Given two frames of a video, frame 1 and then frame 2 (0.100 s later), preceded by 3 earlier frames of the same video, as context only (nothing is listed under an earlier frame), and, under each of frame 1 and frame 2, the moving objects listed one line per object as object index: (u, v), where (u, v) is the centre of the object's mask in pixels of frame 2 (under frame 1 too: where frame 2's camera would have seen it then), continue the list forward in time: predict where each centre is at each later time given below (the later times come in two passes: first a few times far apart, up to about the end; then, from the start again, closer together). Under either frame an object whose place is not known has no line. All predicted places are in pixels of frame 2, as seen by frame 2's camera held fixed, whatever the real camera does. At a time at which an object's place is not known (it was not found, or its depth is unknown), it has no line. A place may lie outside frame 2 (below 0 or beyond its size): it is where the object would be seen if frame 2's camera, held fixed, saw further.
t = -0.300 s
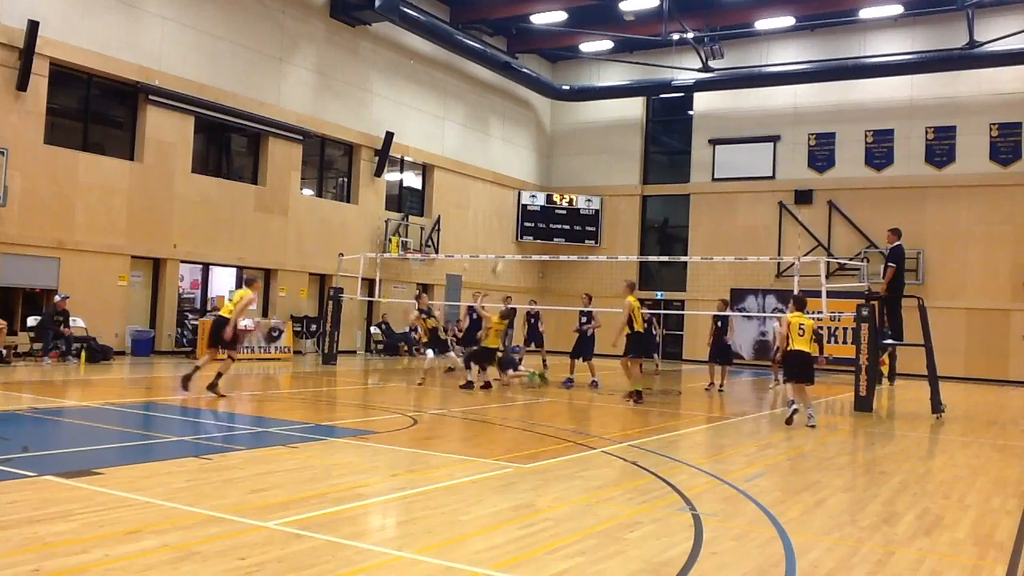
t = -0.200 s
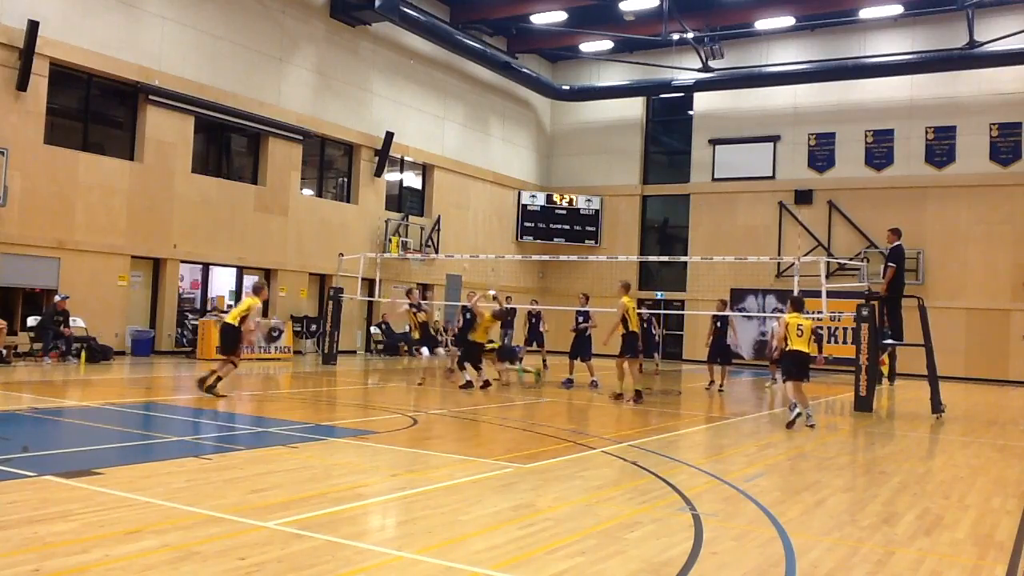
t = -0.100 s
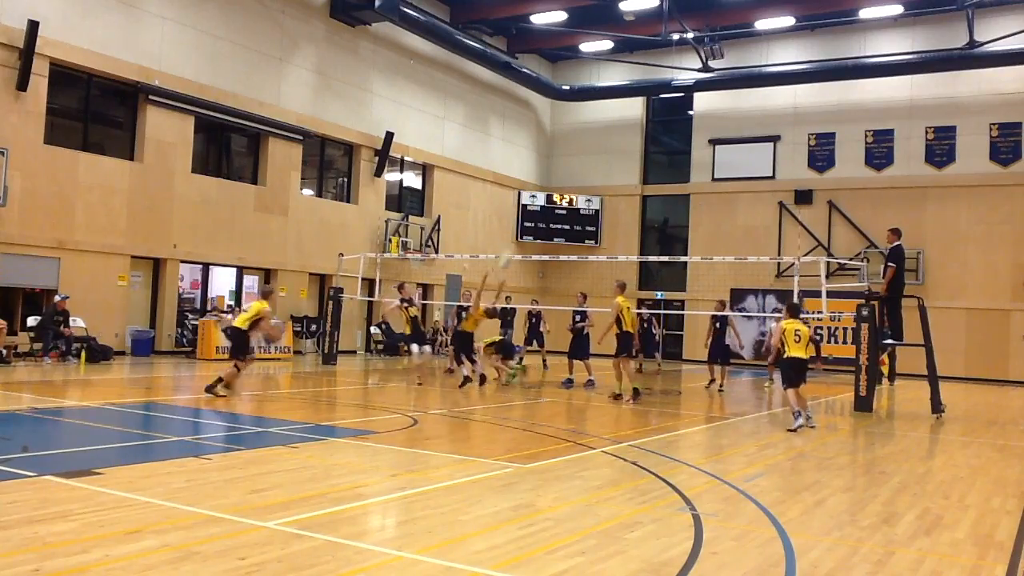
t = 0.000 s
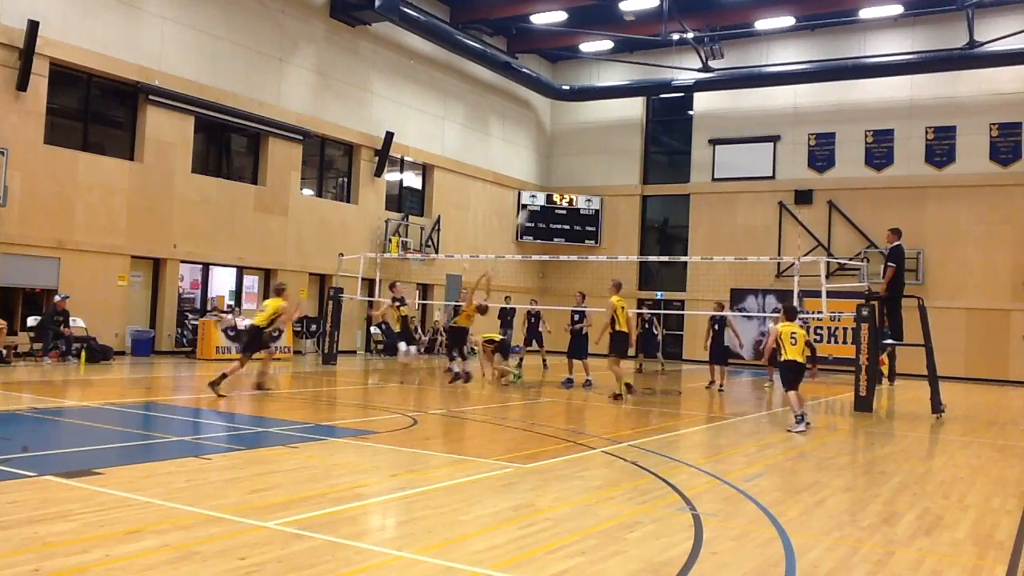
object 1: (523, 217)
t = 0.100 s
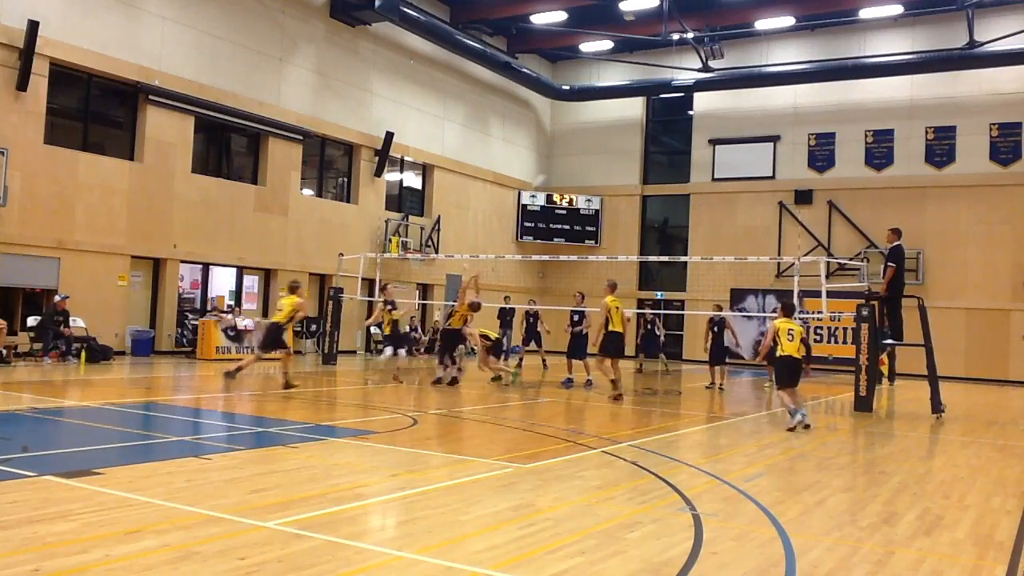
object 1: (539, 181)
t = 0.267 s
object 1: (566, 136)
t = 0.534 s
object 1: (610, 99)
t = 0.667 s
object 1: (630, 95)
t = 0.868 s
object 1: (662, 109)
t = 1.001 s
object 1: (683, 133)
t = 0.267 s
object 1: (566, 136)
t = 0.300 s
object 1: (571, 129)
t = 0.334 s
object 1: (576, 124)
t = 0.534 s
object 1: (610, 99)
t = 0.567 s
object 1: (615, 97)
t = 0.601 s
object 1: (620, 95)
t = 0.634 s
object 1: (625, 95)
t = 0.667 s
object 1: (630, 95)
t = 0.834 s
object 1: (657, 105)
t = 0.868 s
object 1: (662, 109)
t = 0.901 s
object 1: (667, 114)
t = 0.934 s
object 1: (672, 119)
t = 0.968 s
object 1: (678, 126)
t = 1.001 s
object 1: (683, 133)
